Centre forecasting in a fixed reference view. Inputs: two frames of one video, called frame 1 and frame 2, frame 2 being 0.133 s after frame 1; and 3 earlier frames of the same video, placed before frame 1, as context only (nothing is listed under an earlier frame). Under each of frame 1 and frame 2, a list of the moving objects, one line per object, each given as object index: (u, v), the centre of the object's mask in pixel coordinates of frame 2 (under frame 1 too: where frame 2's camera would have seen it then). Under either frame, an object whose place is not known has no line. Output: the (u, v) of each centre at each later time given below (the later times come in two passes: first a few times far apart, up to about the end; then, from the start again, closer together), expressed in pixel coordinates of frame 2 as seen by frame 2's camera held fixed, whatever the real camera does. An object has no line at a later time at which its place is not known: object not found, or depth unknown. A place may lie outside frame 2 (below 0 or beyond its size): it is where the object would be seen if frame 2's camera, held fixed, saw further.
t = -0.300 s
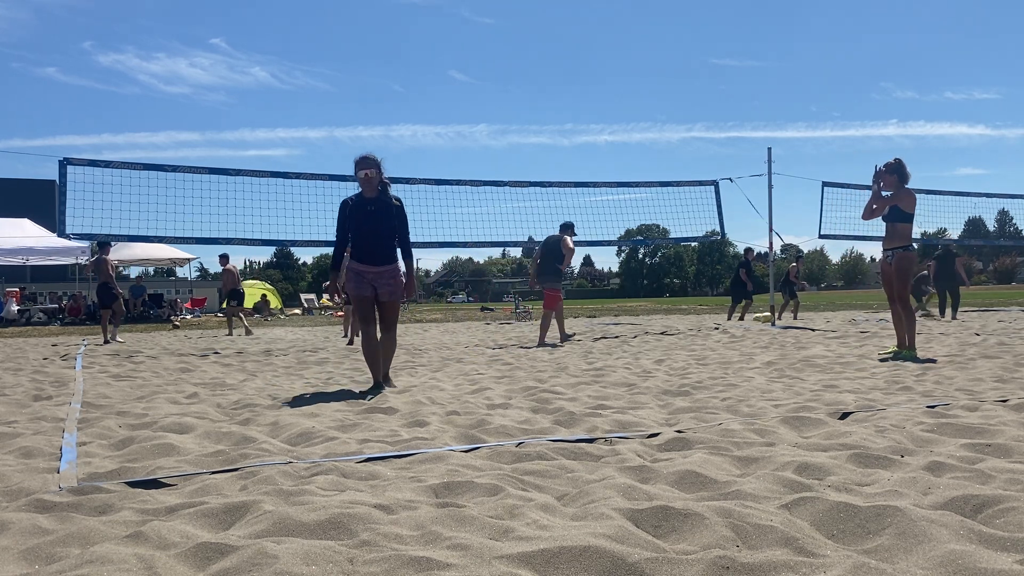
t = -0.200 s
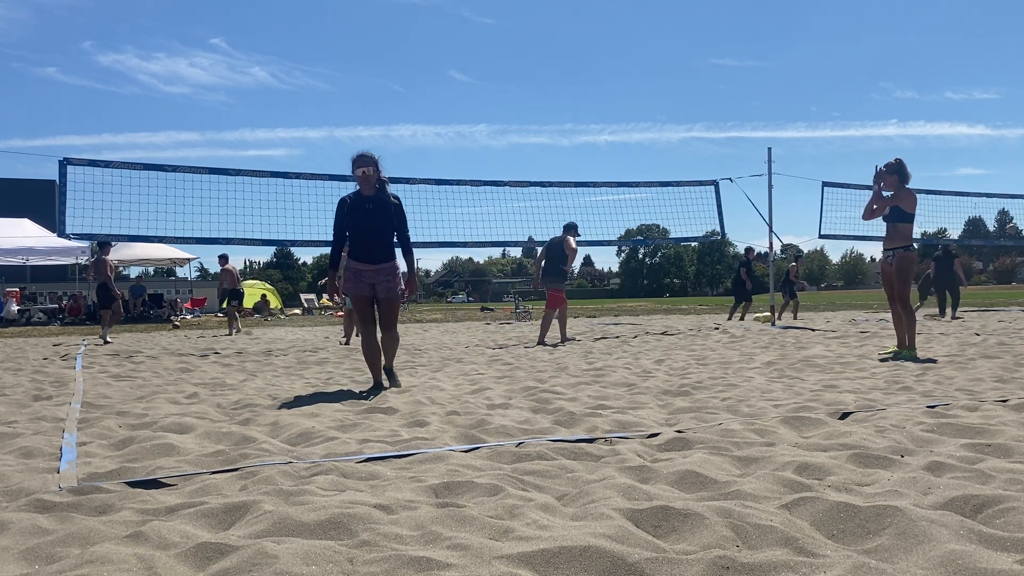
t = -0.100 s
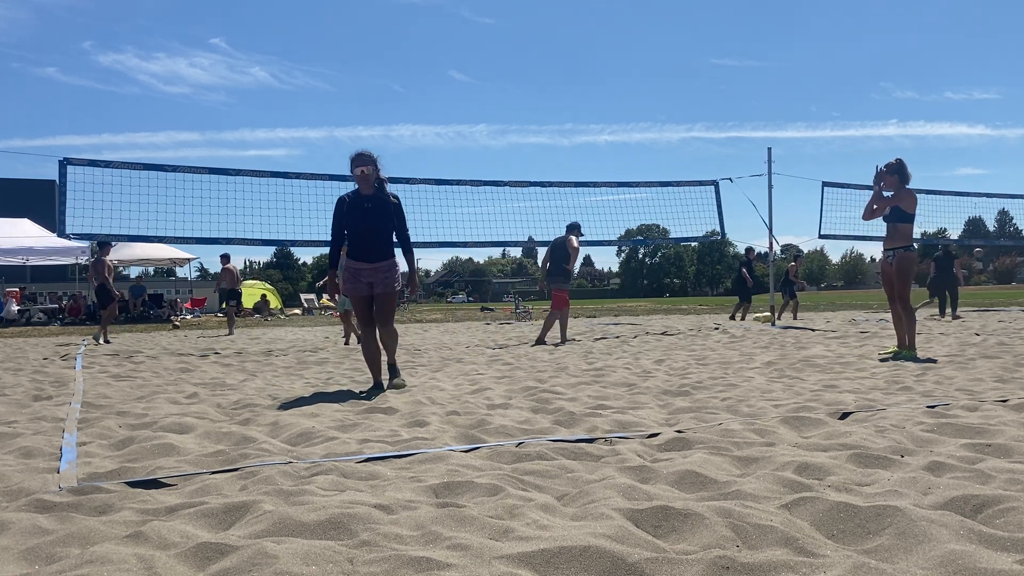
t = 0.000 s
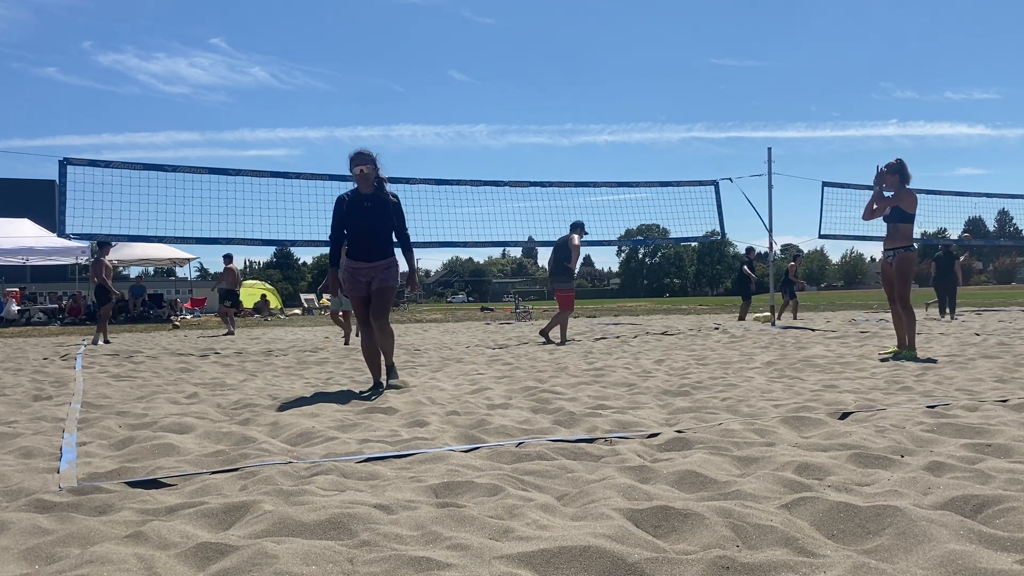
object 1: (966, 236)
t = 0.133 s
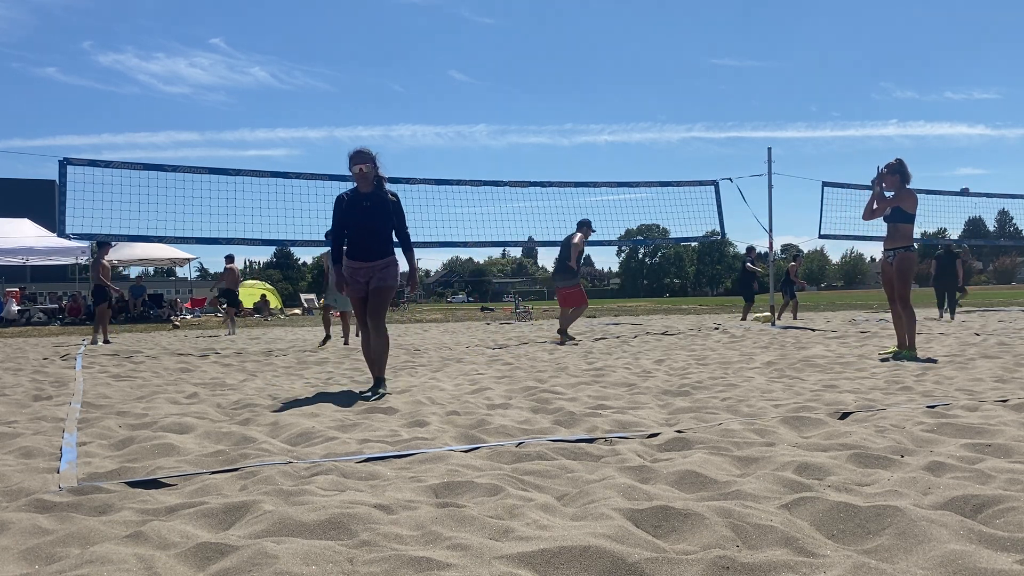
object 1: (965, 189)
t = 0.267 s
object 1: (963, 150)
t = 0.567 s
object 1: (960, 85)
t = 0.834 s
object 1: (959, 59)
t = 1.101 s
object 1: (960, 62)
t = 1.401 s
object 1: (964, 104)
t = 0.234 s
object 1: (963, 159)
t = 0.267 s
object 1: (963, 150)
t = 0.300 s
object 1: (962, 141)
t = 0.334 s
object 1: (962, 133)
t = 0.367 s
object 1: (961, 124)
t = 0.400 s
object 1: (961, 117)
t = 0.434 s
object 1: (961, 110)
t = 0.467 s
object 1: (960, 103)
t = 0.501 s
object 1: (960, 97)
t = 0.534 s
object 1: (960, 91)
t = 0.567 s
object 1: (960, 85)
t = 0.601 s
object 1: (959, 80)
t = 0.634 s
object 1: (959, 76)
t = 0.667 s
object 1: (959, 72)
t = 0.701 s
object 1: (959, 69)
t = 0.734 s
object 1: (958, 65)
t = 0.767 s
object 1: (959, 63)
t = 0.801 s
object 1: (959, 61)
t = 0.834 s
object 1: (959, 59)
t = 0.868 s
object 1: (959, 58)
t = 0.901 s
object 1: (959, 57)
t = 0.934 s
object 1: (959, 57)
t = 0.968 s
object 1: (959, 57)
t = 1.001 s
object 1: (959, 58)
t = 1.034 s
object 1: (959, 59)
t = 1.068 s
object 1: (959, 60)
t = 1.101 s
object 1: (960, 62)
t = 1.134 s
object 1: (960, 65)
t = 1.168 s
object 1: (960, 68)
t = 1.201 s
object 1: (961, 72)
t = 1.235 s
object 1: (961, 76)
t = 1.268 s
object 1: (962, 80)
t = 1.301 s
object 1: (962, 85)
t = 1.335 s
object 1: (963, 91)
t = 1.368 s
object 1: (963, 97)
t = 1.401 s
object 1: (964, 104)
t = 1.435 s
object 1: (965, 111)
